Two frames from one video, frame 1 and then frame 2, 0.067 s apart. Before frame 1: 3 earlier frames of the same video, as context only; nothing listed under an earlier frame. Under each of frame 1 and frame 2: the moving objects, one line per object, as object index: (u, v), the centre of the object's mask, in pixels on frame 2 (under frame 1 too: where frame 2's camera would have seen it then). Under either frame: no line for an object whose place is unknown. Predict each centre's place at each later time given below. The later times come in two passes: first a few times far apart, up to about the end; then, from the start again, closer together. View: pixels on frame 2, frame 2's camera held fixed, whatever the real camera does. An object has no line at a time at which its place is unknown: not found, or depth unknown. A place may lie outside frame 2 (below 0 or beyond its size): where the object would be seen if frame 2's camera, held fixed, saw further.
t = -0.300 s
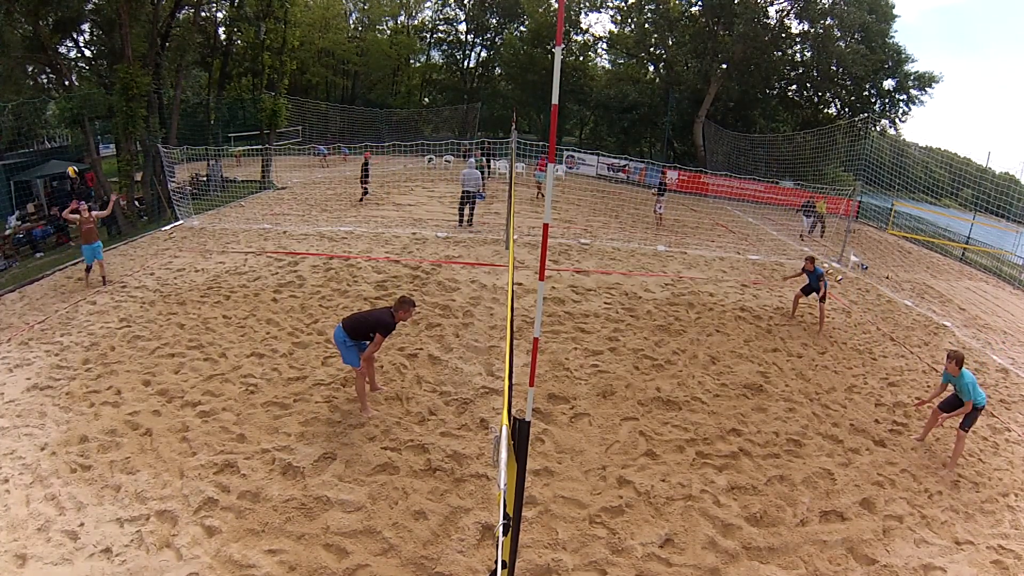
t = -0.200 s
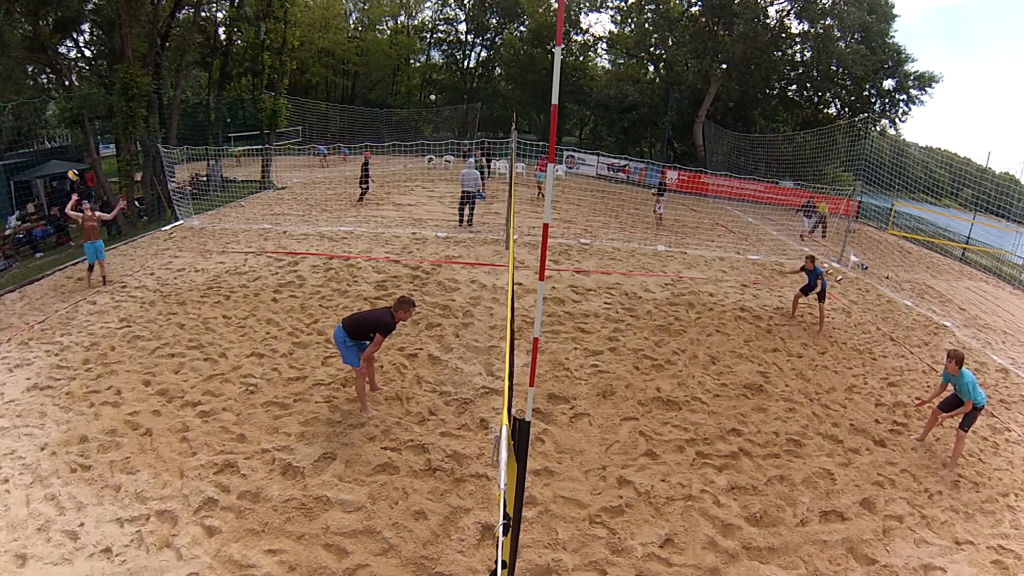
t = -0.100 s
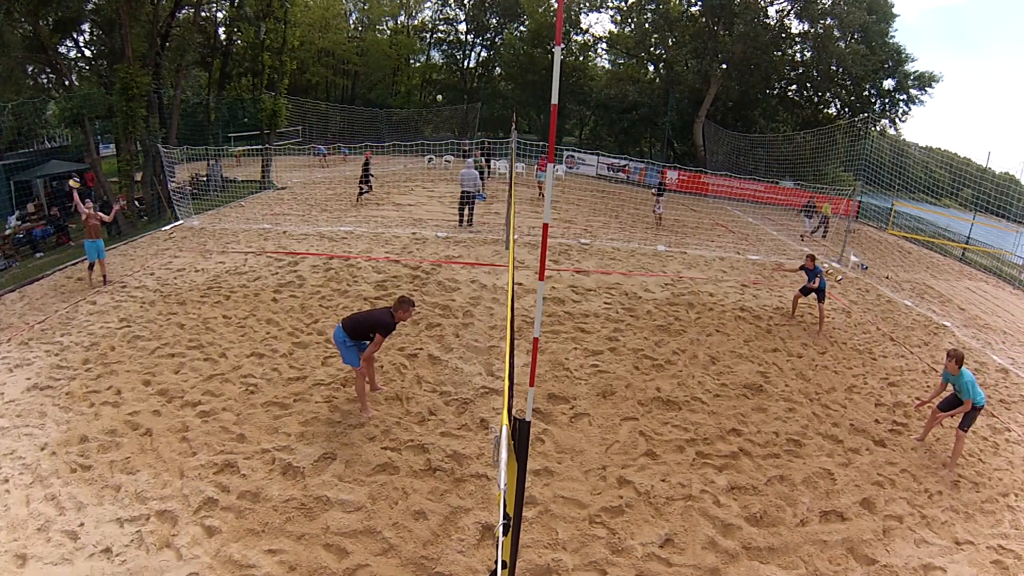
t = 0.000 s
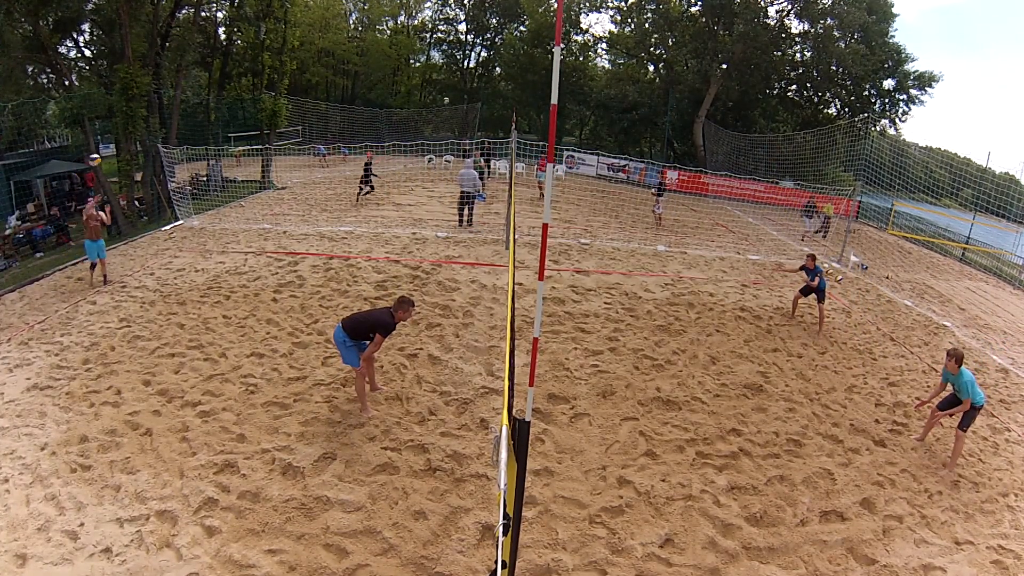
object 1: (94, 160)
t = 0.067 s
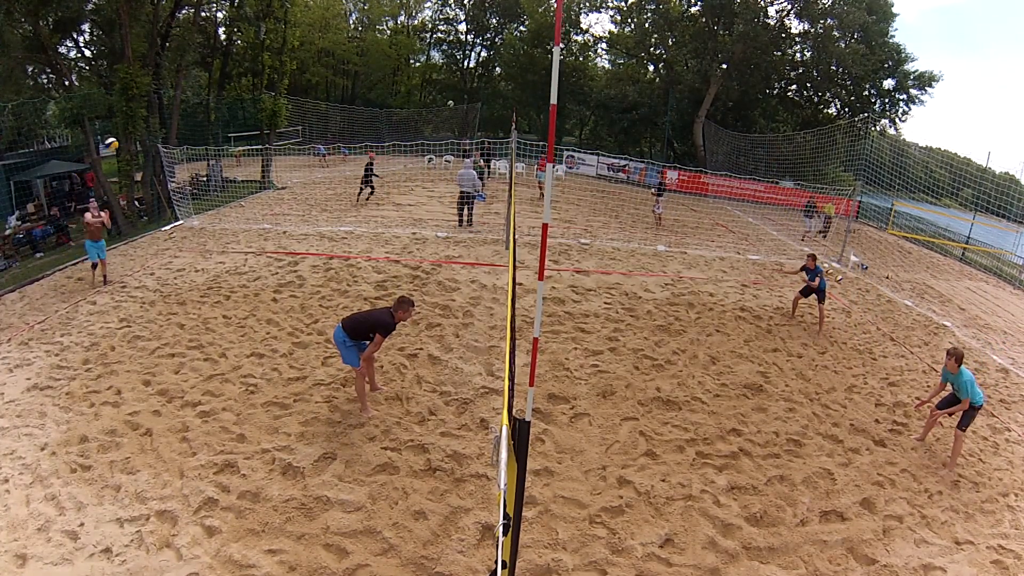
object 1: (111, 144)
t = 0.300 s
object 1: (202, 91)
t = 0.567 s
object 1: (414, 63)
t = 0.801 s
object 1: (721, 163)
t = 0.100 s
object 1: (121, 137)
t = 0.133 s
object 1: (132, 128)
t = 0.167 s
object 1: (143, 120)
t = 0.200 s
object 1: (156, 113)
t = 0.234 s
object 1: (170, 105)
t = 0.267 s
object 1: (185, 98)
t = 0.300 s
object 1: (202, 91)
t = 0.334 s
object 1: (219, 84)
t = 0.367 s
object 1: (240, 78)
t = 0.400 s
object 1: (262, 73)
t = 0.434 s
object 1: (288, 67)
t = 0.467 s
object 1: (315, 64)
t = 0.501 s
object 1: (345, 62)
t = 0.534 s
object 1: (378, 61)
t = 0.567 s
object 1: (414, 63)
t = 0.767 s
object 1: (679, 139)
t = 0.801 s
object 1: (721, 163)
